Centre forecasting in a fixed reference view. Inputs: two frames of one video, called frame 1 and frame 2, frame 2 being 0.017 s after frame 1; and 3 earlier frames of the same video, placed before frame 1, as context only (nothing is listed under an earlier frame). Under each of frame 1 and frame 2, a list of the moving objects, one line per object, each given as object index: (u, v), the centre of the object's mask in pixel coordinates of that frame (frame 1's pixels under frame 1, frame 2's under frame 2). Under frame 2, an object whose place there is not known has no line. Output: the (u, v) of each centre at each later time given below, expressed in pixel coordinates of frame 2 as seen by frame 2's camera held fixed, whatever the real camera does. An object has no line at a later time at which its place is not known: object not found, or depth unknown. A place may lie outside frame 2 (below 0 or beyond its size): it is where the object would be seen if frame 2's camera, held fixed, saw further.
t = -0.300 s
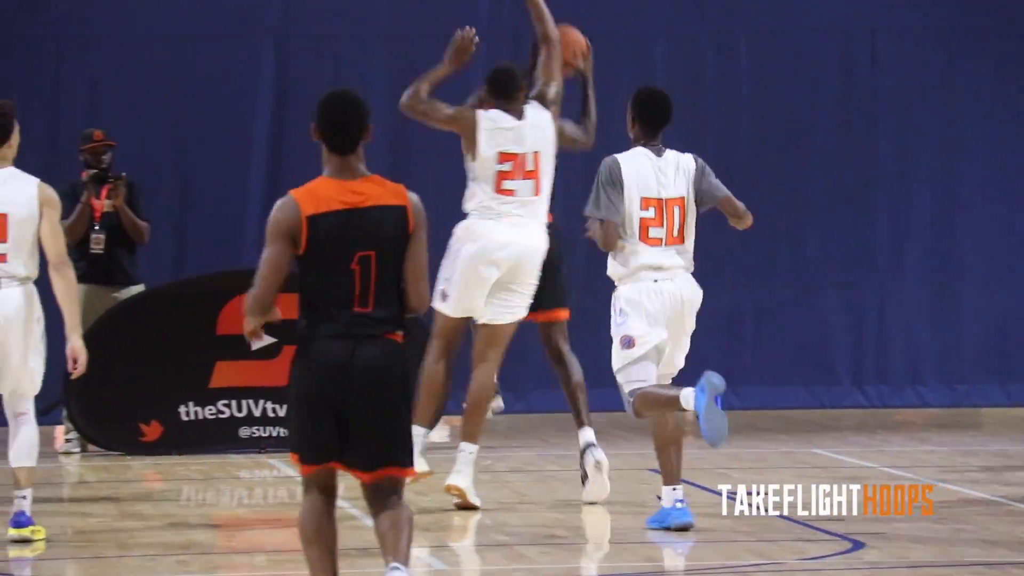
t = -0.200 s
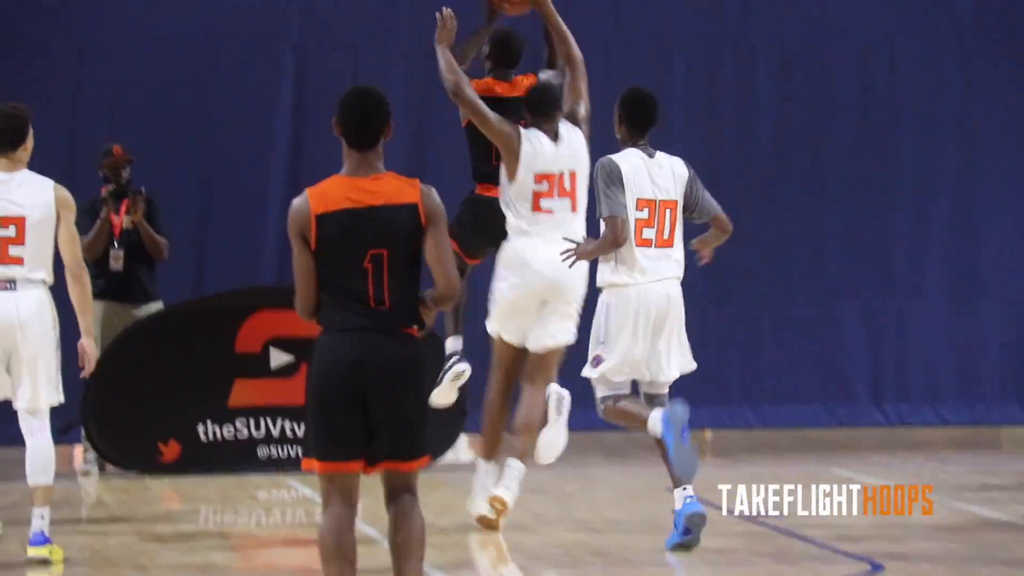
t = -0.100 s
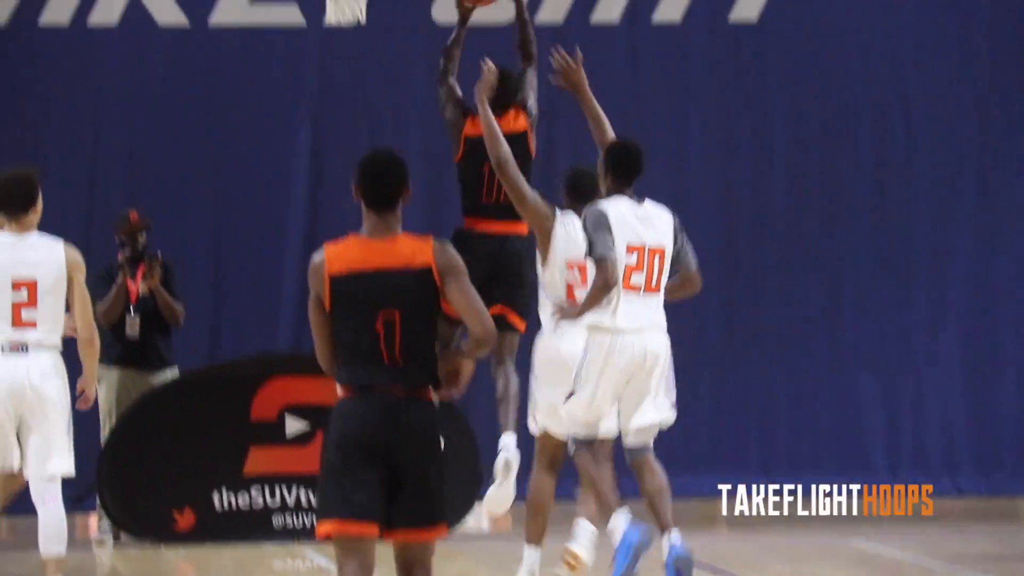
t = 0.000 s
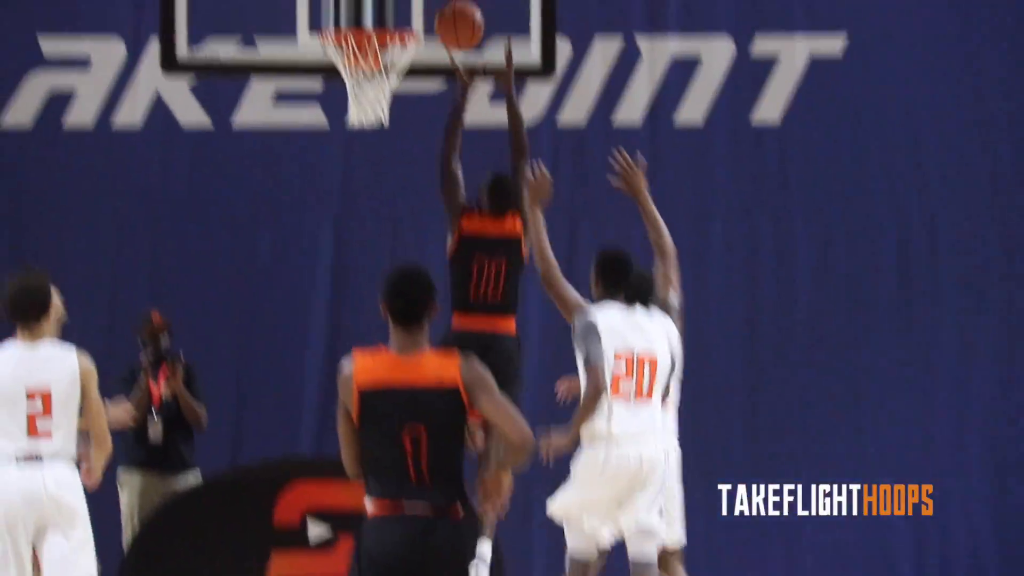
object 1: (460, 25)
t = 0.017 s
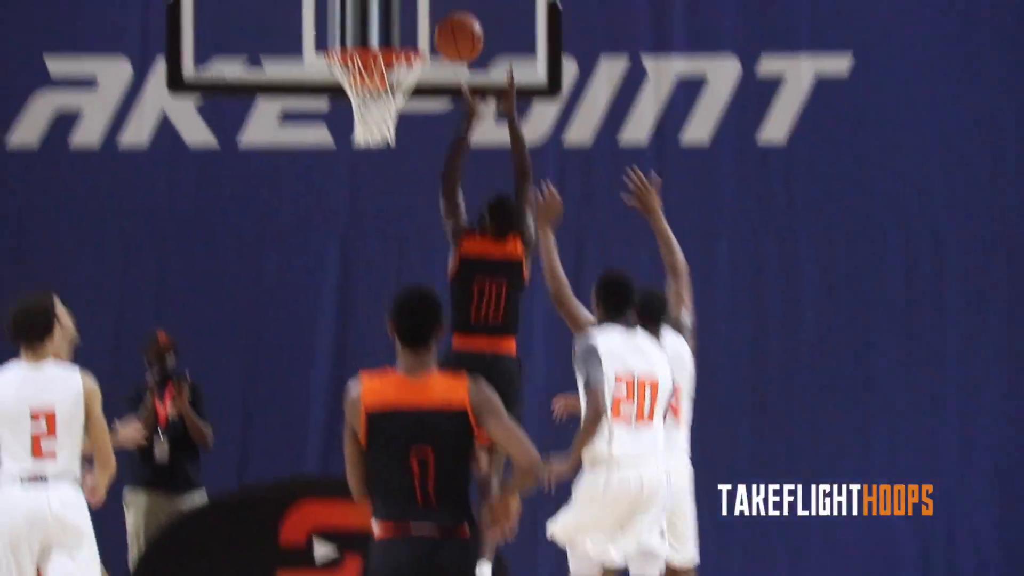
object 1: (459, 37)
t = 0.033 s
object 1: (453, 32)
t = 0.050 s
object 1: (446, 27)
